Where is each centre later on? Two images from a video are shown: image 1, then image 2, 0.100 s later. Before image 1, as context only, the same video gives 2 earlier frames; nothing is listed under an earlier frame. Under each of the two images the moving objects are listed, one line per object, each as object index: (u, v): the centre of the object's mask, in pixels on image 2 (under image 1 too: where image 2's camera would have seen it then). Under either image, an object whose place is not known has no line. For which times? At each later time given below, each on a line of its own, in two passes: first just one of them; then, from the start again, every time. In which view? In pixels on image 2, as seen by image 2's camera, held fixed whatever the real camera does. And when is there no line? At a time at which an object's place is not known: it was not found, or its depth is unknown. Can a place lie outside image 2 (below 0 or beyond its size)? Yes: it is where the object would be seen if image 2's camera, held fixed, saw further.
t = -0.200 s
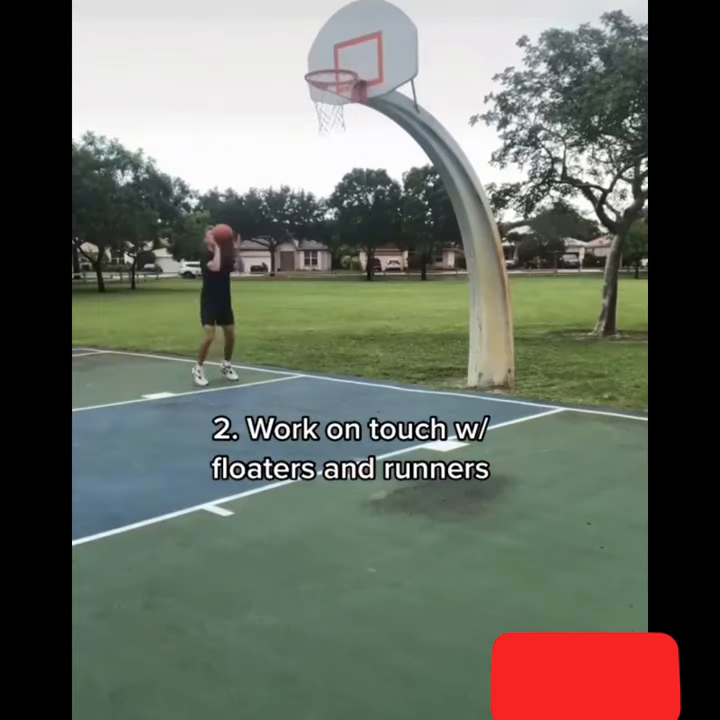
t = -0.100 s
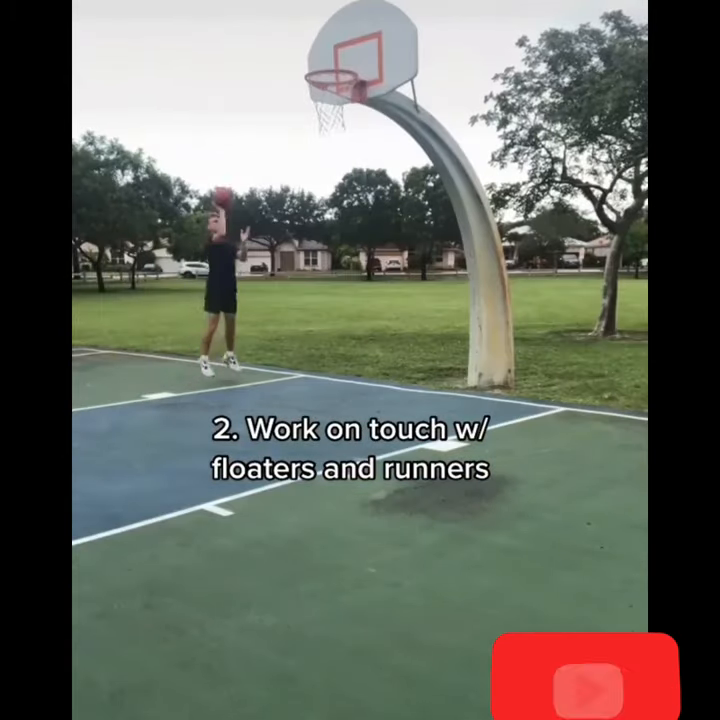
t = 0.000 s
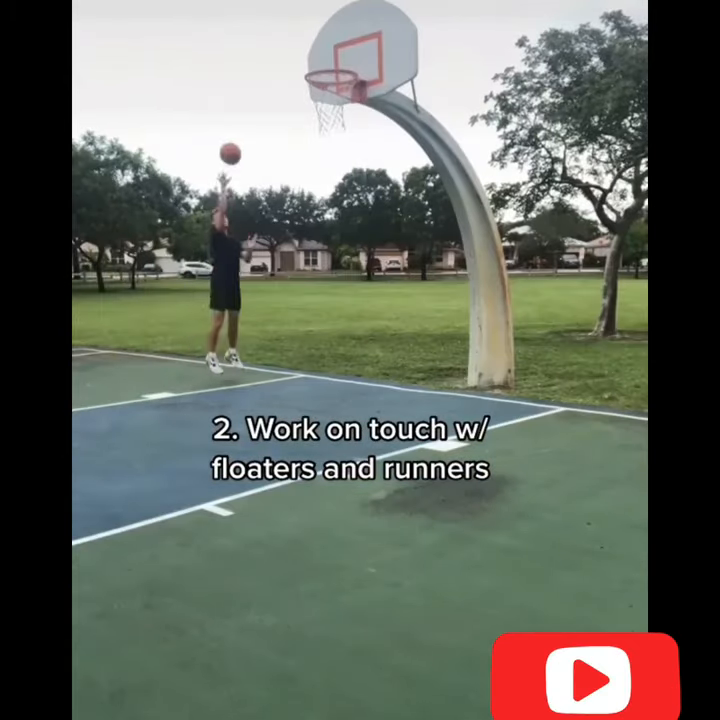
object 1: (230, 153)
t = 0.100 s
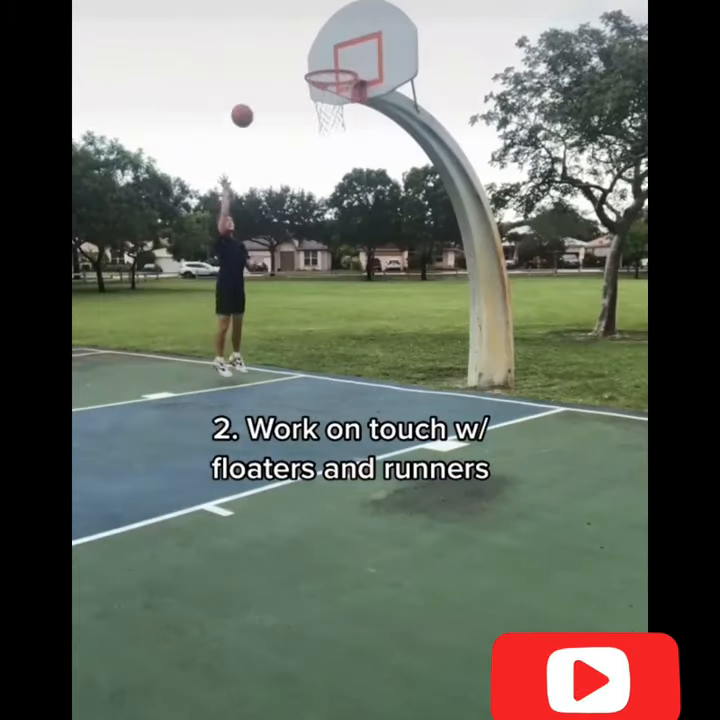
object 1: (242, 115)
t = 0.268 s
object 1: (263, 70)
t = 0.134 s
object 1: (246, 104)
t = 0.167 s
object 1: (250, 94)
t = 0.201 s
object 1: (254, 85)
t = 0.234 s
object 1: (259, 77)
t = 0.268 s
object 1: (263, 70)
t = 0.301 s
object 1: (268, 64)
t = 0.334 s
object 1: (273, 58)
